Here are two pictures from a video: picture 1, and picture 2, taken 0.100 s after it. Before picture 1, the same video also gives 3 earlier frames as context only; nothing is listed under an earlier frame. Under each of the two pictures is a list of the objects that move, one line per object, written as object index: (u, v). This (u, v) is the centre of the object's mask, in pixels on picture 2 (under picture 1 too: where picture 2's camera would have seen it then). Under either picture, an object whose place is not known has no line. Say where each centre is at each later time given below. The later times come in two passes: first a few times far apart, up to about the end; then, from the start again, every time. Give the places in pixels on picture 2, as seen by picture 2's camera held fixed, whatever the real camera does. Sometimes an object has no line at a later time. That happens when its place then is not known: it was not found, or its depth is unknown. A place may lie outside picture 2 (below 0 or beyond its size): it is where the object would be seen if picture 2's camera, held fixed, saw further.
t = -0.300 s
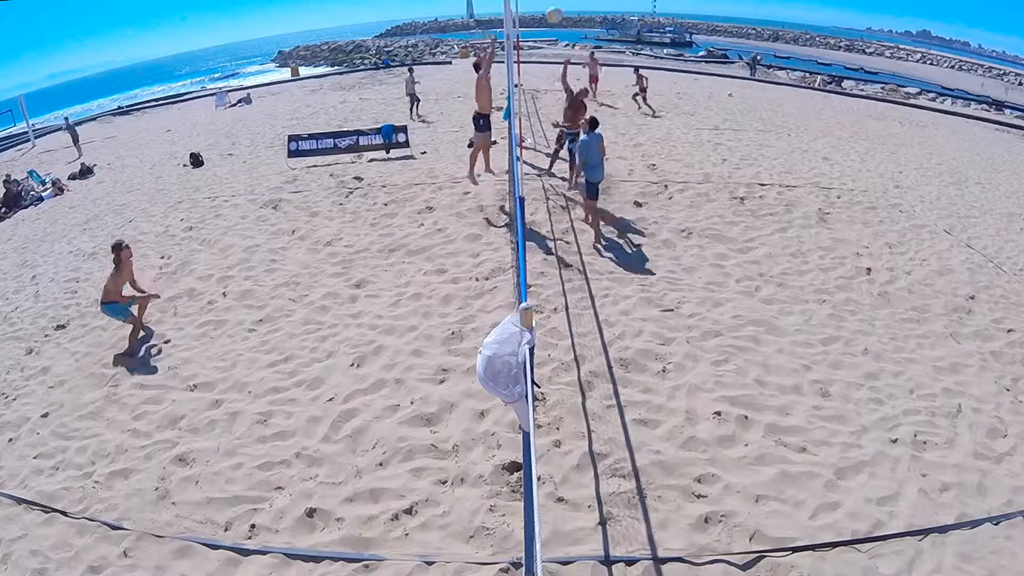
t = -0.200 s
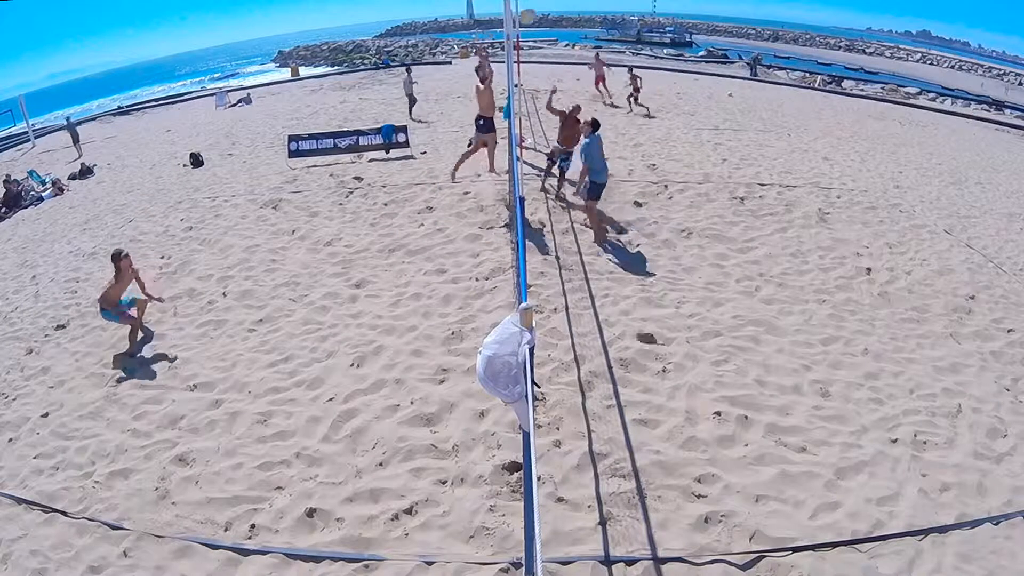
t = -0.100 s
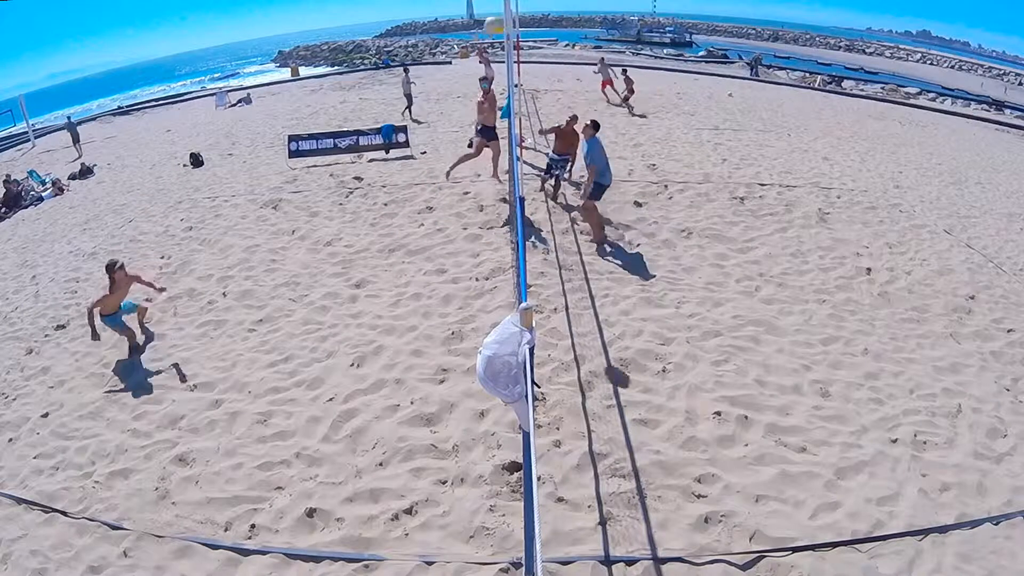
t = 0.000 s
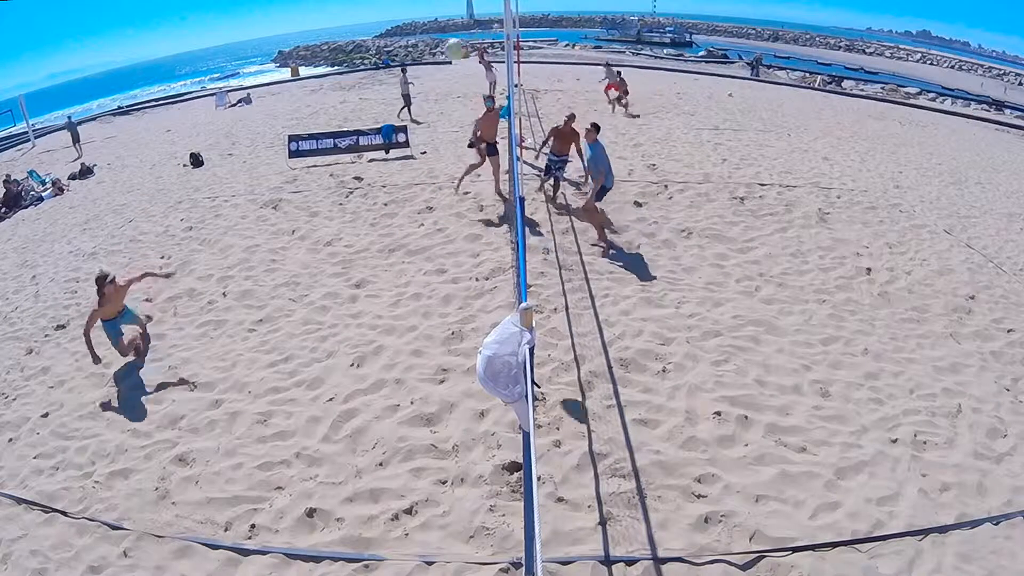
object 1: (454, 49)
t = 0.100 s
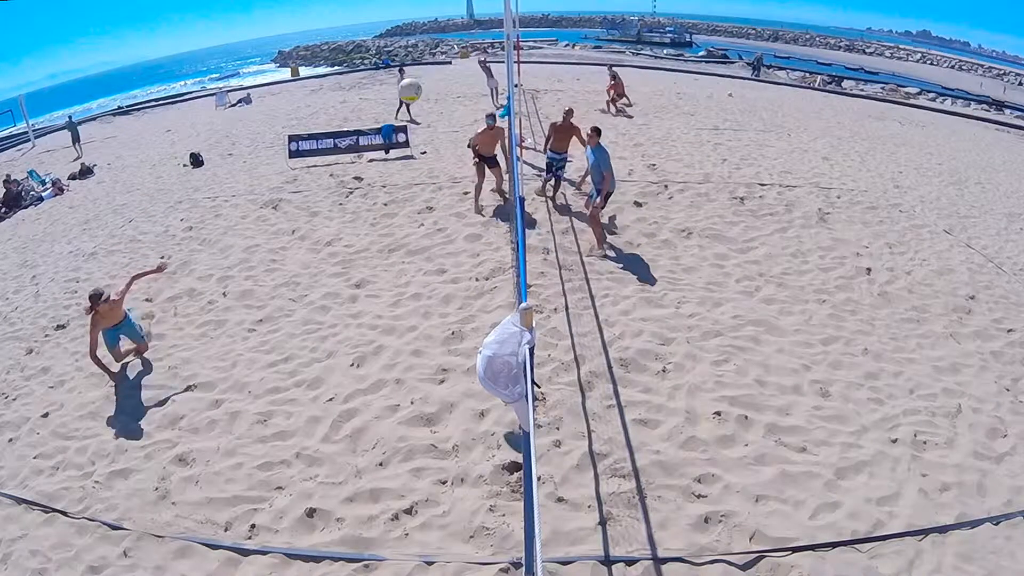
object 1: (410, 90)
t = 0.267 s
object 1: (321, 212)
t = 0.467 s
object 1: (223, 441)
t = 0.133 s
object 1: (393, 109)
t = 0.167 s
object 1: (376, 131)
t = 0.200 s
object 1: (358, 155)
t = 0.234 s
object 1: (340, 182)
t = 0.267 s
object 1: (321, 212)
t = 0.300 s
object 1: (303, 245)
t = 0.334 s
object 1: (285, 279)
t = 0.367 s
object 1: (269, 318)
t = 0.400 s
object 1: (252, 358)
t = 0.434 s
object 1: (236, 399)
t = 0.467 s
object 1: (223, 441)
